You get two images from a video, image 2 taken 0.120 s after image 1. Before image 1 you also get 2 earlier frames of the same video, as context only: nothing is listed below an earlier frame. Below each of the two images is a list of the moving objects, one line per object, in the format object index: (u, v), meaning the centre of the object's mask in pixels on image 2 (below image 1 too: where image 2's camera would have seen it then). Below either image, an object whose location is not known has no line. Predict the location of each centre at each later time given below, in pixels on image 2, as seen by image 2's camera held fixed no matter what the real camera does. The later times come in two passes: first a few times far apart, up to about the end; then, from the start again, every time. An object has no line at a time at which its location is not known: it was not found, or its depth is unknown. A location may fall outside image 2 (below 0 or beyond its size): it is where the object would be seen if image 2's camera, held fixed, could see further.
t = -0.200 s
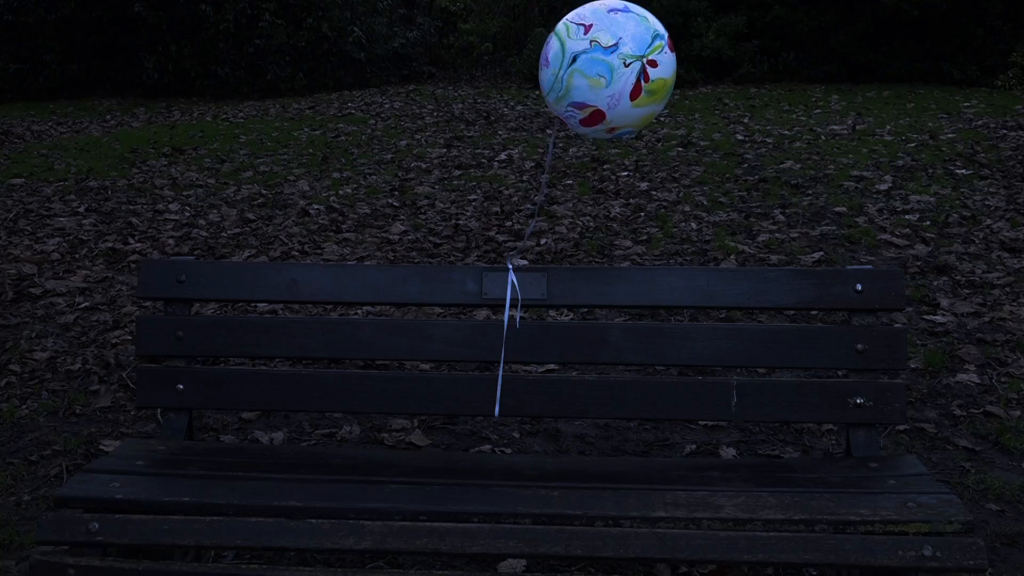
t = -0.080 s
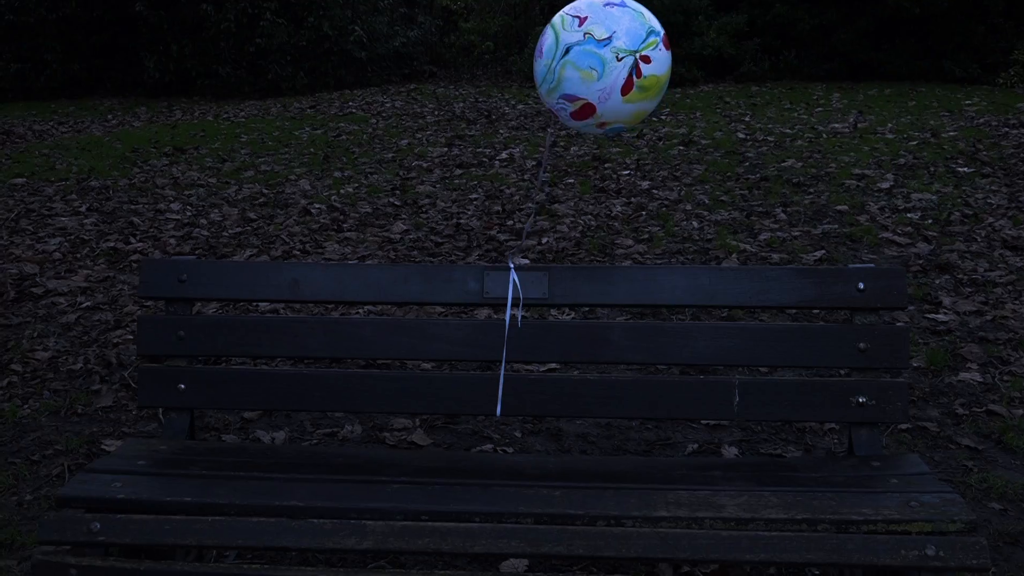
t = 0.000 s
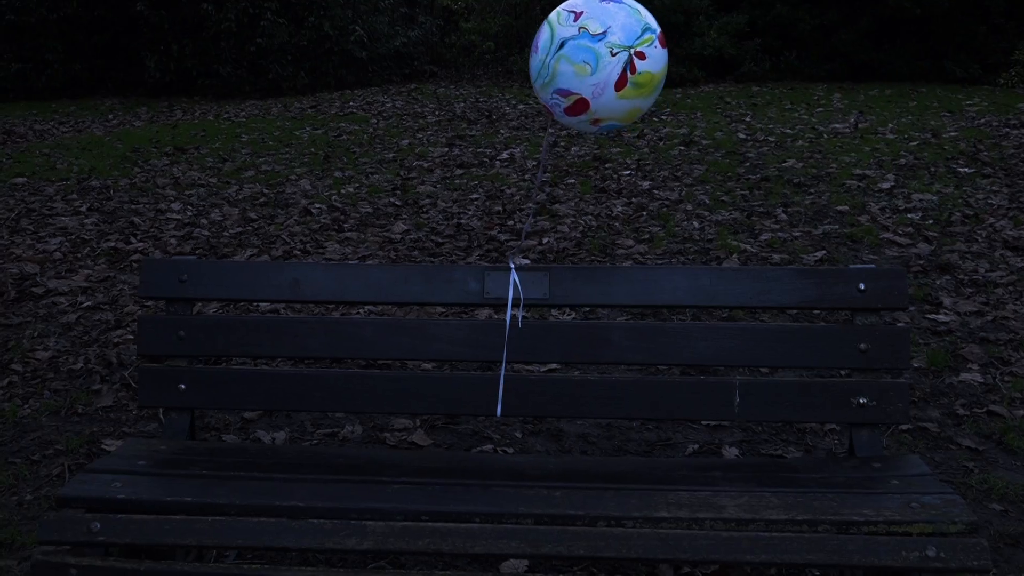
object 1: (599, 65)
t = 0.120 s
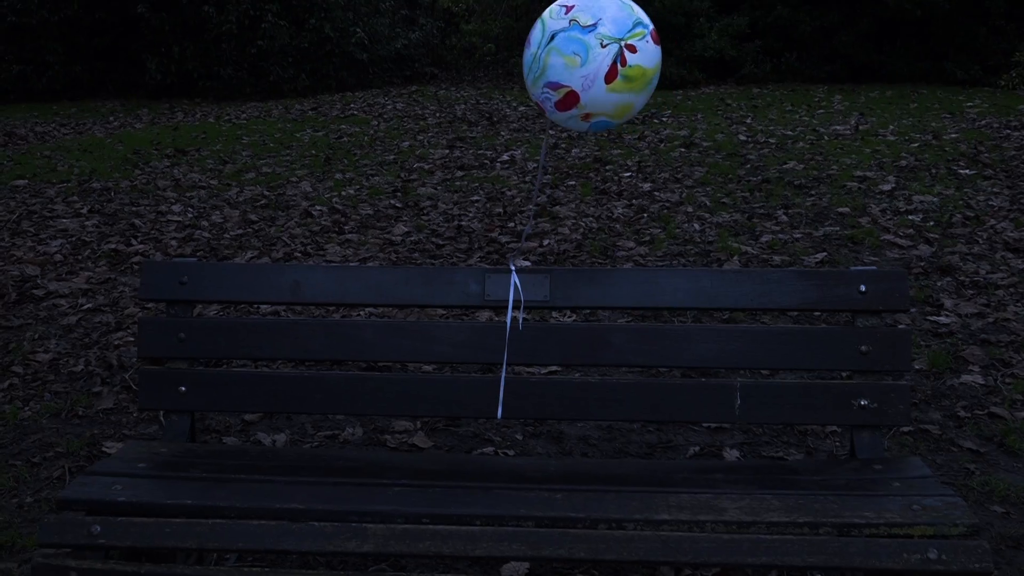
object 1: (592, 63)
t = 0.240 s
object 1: (585, 60)
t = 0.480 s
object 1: (571, 54)
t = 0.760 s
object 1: (556, 49)
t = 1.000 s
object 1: (550, 54)
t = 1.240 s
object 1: (557, 62)
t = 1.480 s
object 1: (578, 71)
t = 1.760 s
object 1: (611, 82)
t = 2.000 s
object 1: (638, 89)
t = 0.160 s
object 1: (589, 62)
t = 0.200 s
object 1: (587, 61)
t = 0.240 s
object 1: (585, 60)
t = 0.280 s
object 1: (582, 59)
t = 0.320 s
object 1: (580, 59)
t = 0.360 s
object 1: (578, 58)
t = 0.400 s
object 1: (576, 57)
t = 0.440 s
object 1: (574, 56)
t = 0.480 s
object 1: (571, 54)
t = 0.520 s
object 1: (569, 53)
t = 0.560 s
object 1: (567, 52)
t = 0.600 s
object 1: (565, 51)
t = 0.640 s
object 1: (563, 50)
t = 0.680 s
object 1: (560, 49)
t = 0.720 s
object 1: (559, 49)
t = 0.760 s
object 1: (556, 49)
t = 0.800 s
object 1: (555, 49)
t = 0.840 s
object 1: (553, 49)
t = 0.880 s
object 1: (552, 51)
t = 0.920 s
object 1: (551, 52)
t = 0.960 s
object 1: (550, 53)
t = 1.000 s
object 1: (550, 54)
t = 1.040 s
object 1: (550, 55)
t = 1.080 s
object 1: (551, 57)
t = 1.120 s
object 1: (552, 58)
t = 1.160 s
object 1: (553, 59)
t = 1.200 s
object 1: (555, 61)
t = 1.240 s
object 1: (557, 62)
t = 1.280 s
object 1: (560, 64)
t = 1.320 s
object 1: (563, 65)
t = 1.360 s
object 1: (566, 67)
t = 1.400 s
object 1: (570, 68)
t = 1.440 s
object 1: (574, 70)
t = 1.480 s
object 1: (578, 71)
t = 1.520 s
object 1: (582, 73)
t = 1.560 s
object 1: (587, 74)
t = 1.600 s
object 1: (591, 76)
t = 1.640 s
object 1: (596, 77)
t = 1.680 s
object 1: (601, 79)
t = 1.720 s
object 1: (605, 81)
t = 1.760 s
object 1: (611, 82)
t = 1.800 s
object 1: (615, 83)
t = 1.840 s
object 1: (620, 85)
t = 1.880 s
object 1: (625, 86)
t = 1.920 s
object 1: (629, 87)
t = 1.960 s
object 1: (634, 89)
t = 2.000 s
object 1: (638, 89)
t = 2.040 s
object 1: (643, 91)
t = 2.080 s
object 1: (647, 91)
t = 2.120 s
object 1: (651, 92)
